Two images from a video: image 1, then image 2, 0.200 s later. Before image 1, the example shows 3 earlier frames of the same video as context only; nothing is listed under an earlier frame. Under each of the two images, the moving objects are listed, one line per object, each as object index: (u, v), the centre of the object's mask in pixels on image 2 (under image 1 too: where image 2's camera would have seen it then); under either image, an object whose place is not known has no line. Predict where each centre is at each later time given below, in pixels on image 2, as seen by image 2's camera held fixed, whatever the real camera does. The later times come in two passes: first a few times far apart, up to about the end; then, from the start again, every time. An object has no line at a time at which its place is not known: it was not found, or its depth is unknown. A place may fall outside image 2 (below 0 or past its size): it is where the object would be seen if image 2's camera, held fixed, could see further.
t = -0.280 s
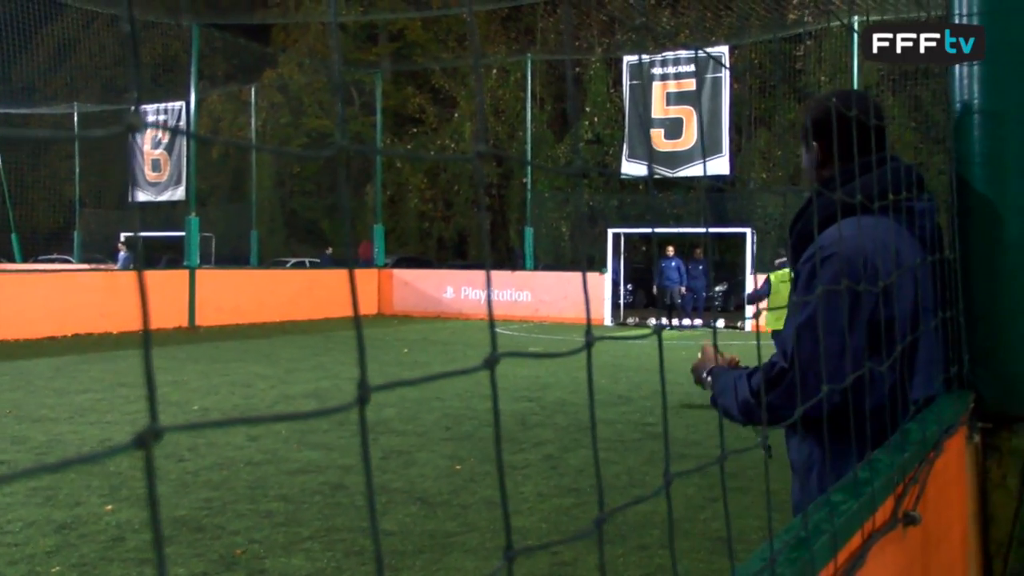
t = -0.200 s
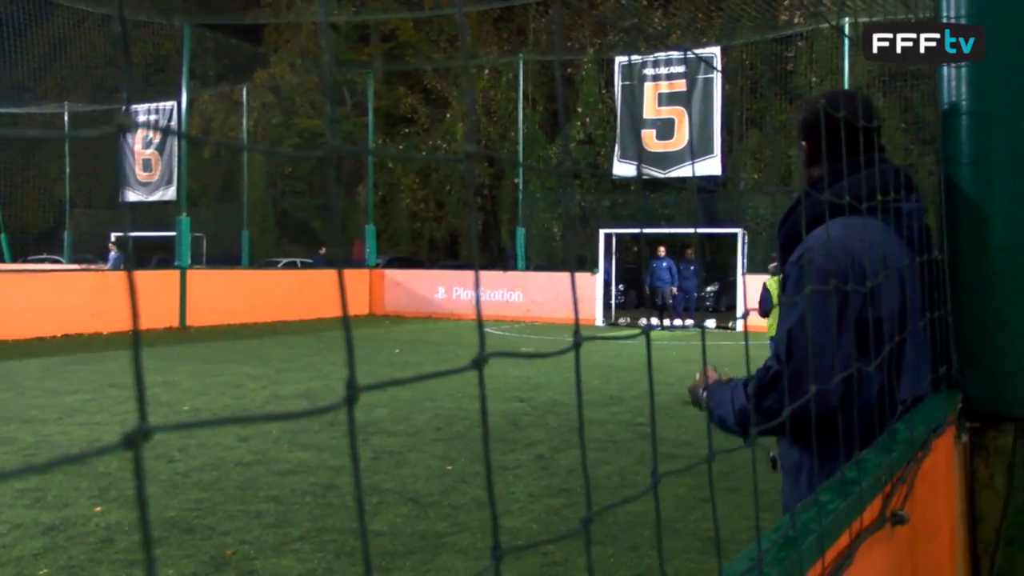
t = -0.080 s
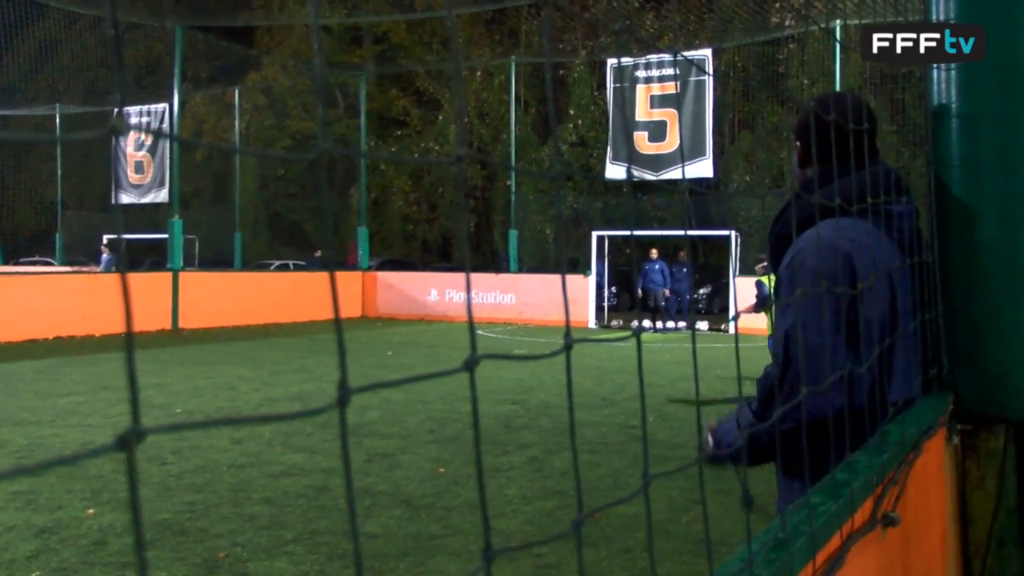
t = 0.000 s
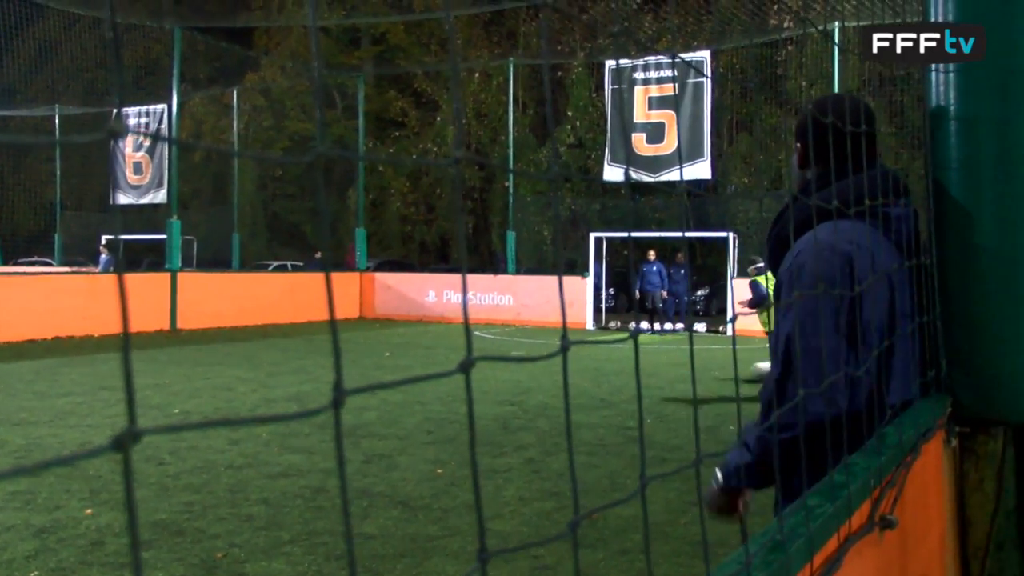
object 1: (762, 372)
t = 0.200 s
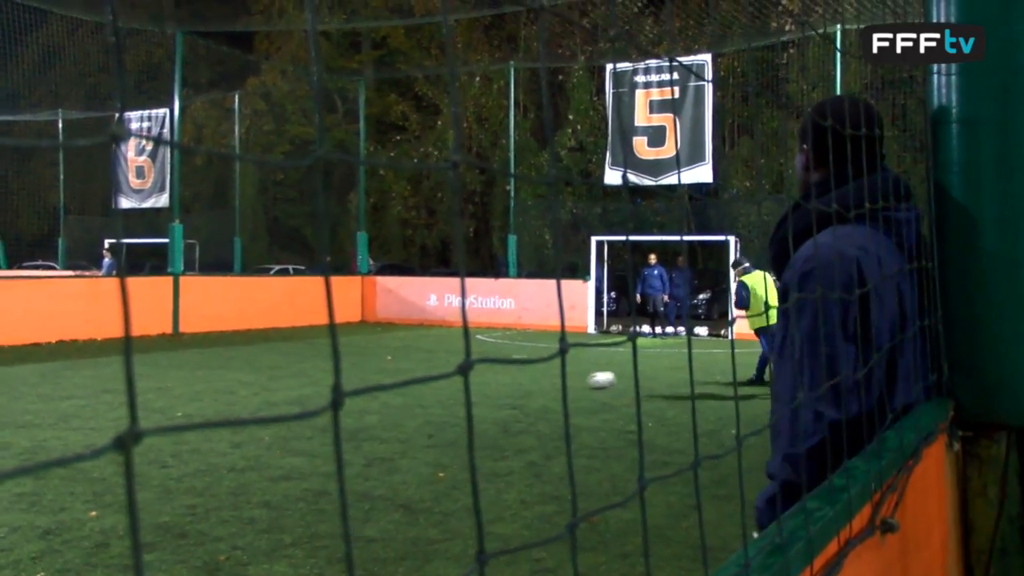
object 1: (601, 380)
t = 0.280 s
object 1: (531, 383)
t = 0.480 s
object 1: (348, 388)
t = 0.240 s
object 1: (567, 382)
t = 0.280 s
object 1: (531, 383)
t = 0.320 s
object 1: (496, 384)
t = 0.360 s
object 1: (459, 386)
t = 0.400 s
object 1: (424, 389)
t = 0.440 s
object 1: (386, 389)
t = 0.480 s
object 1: (348, 388)
